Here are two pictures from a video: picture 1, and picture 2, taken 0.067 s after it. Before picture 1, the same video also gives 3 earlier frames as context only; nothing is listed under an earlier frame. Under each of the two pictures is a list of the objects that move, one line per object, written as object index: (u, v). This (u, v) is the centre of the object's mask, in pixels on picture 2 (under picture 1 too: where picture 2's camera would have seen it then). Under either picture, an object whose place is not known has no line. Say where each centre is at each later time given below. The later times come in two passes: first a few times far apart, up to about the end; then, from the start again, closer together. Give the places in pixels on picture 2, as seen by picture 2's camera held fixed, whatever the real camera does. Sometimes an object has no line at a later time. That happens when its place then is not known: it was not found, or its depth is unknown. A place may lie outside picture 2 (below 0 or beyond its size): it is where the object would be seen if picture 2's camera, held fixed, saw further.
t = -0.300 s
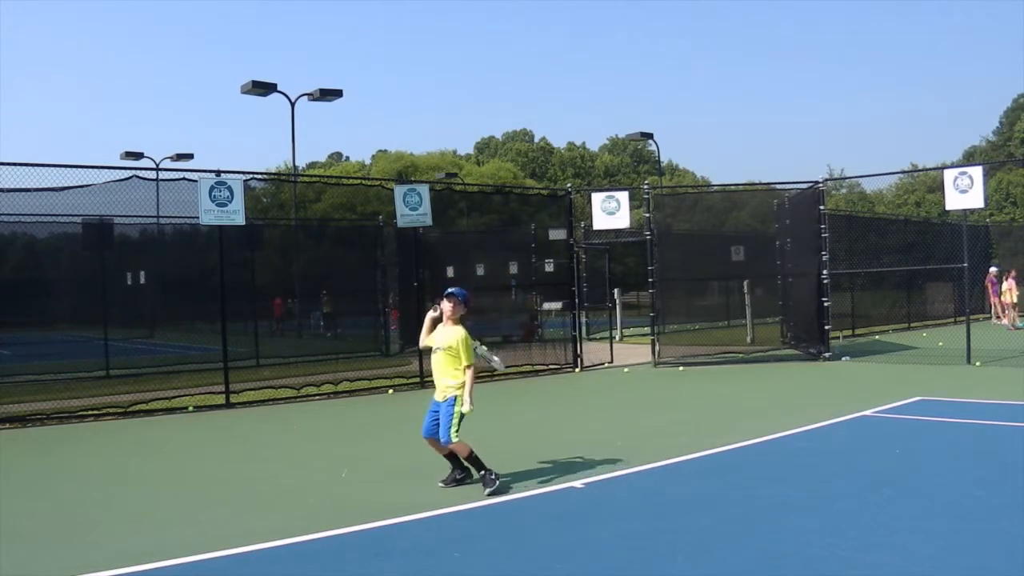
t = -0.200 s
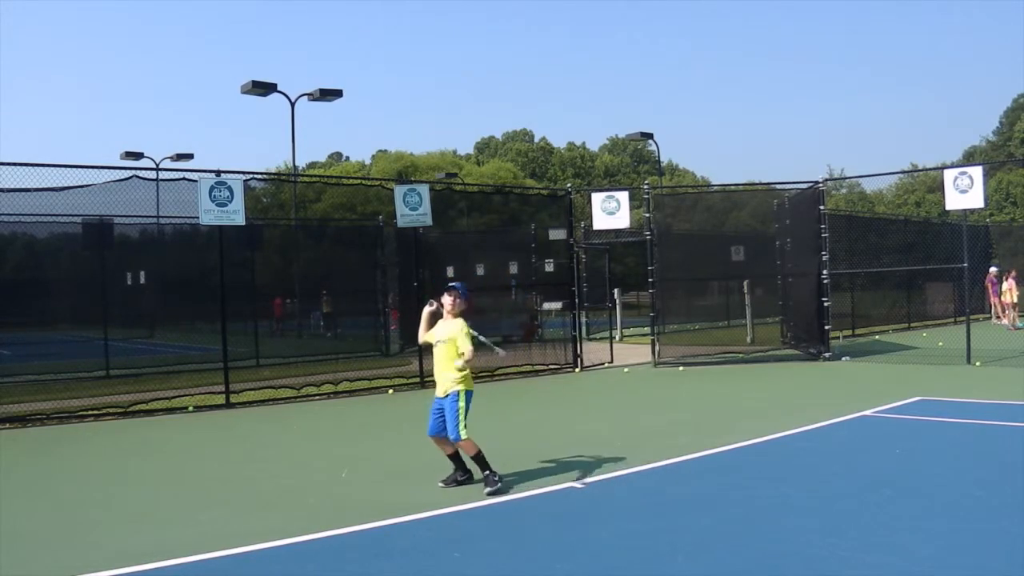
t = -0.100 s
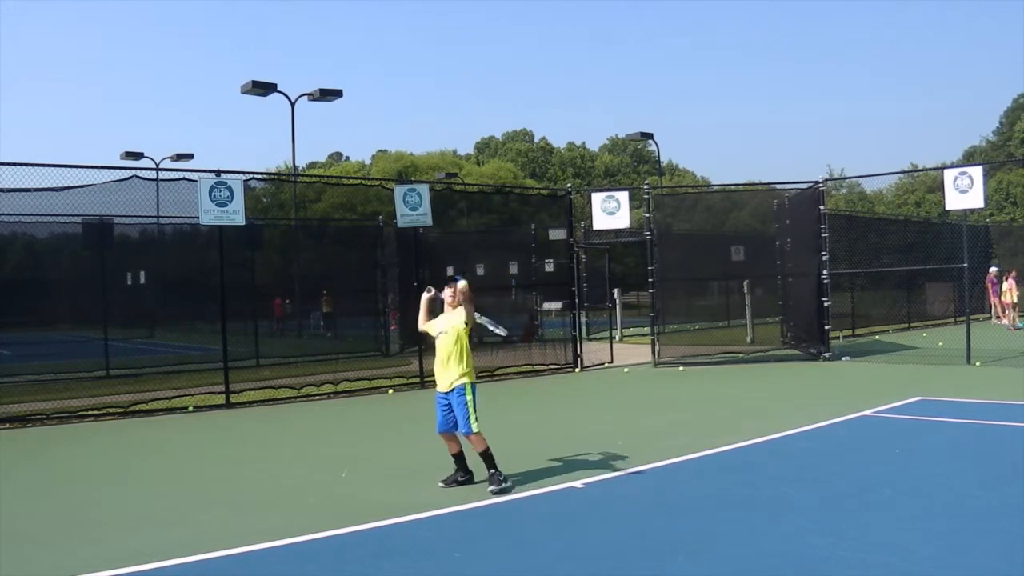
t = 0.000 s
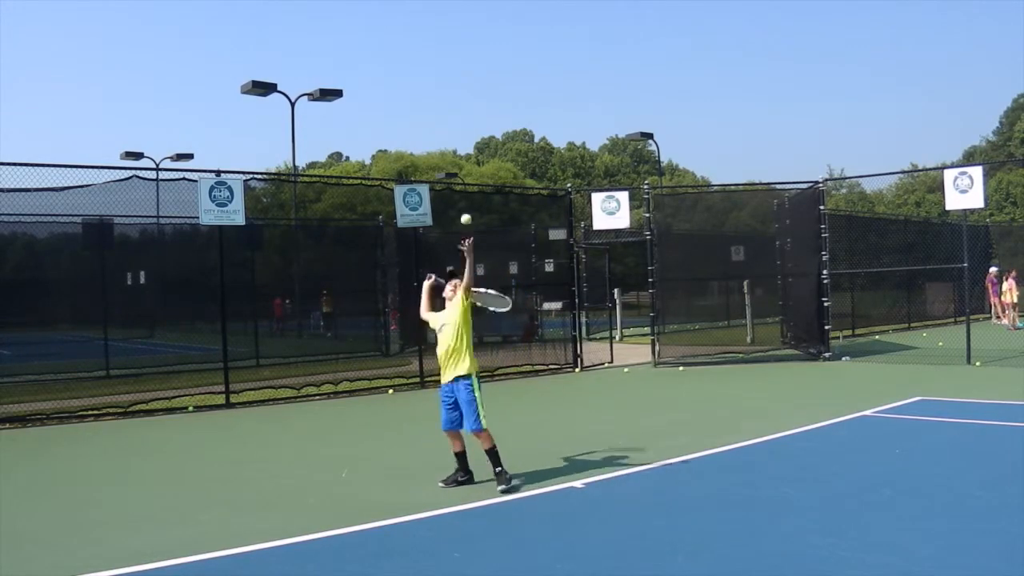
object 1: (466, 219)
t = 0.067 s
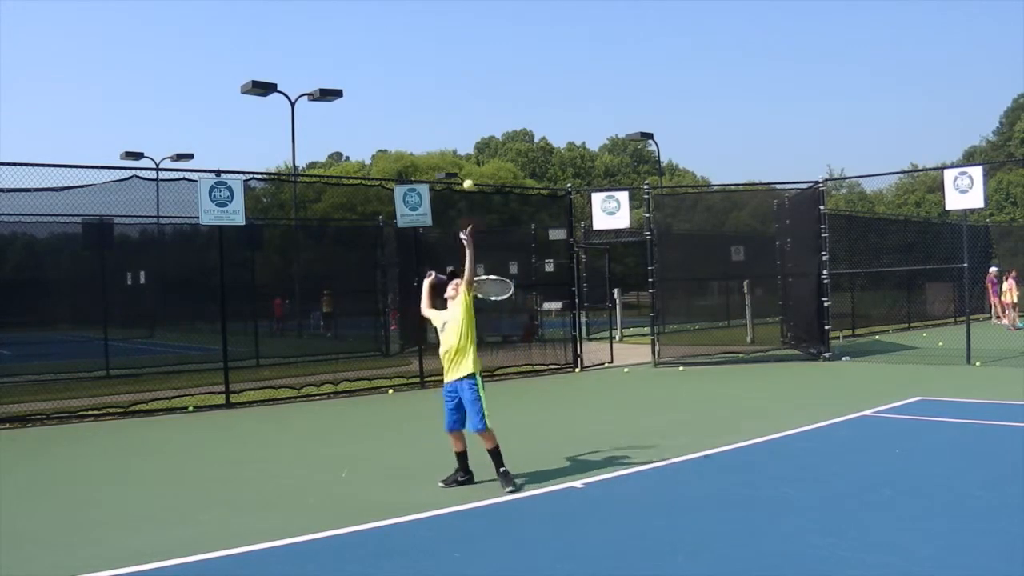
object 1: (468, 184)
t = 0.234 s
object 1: (475, 129)
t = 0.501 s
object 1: (488, 127)
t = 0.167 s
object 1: (471, 146)
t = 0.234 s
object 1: (475, 129)
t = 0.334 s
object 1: (479, 117)
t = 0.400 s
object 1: (483, 116)
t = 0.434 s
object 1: (485, 118)
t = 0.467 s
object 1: (486, 122)
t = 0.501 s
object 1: (488, 127)
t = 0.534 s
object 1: (489, 134)
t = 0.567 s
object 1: (491, 142)
